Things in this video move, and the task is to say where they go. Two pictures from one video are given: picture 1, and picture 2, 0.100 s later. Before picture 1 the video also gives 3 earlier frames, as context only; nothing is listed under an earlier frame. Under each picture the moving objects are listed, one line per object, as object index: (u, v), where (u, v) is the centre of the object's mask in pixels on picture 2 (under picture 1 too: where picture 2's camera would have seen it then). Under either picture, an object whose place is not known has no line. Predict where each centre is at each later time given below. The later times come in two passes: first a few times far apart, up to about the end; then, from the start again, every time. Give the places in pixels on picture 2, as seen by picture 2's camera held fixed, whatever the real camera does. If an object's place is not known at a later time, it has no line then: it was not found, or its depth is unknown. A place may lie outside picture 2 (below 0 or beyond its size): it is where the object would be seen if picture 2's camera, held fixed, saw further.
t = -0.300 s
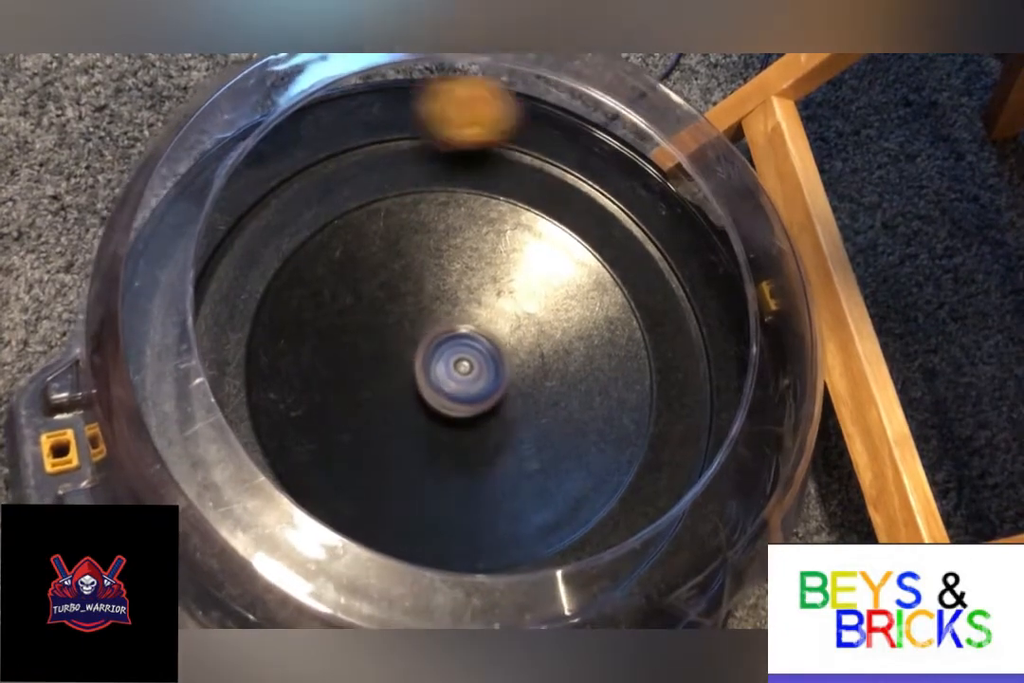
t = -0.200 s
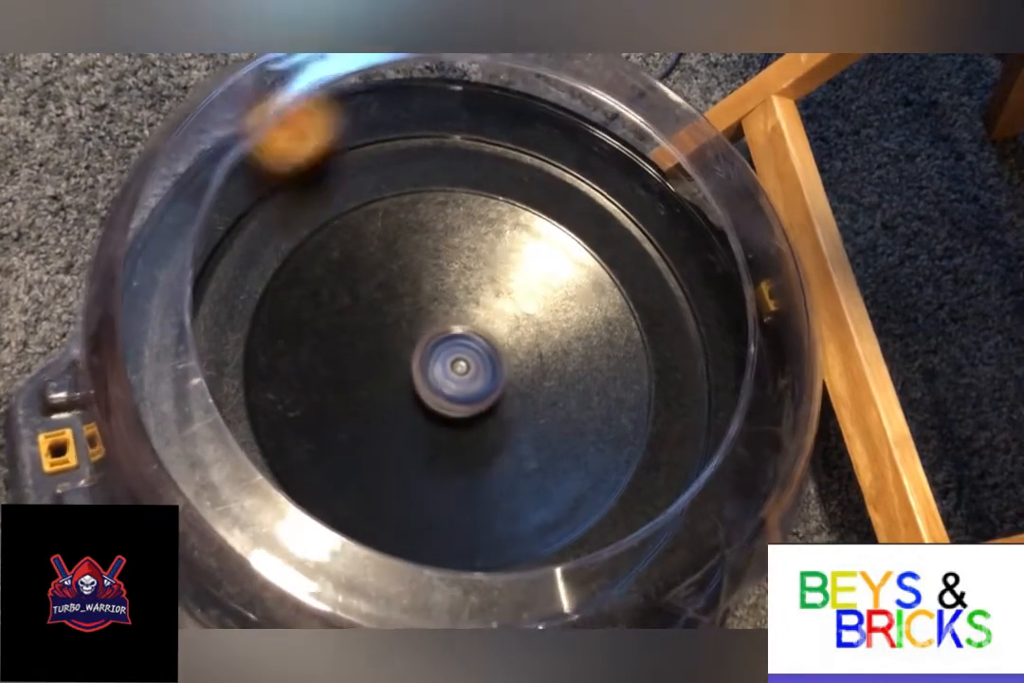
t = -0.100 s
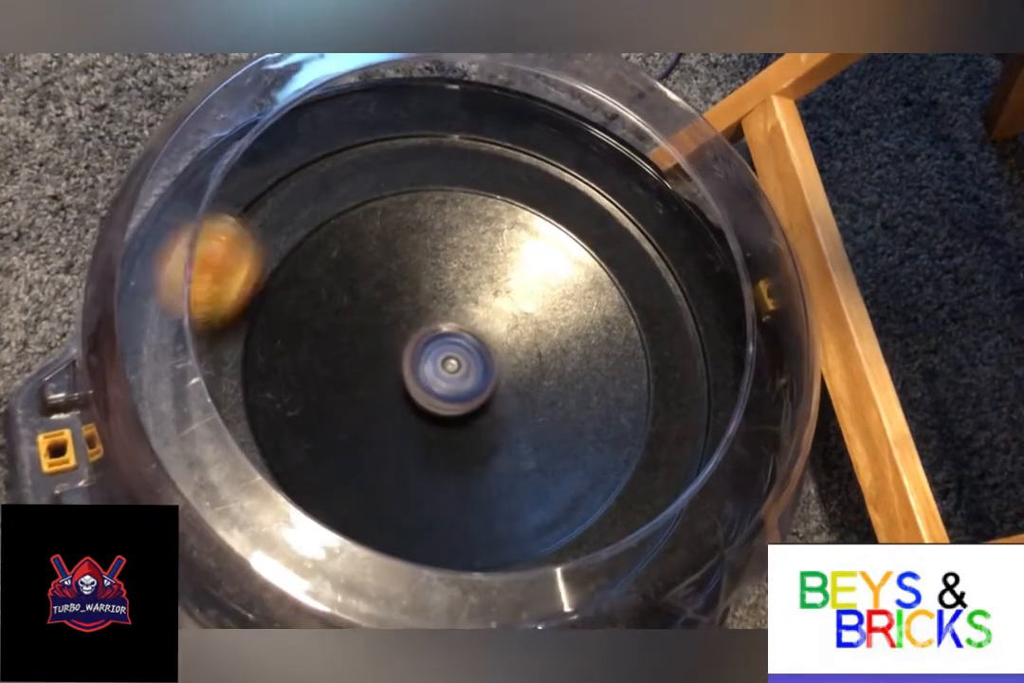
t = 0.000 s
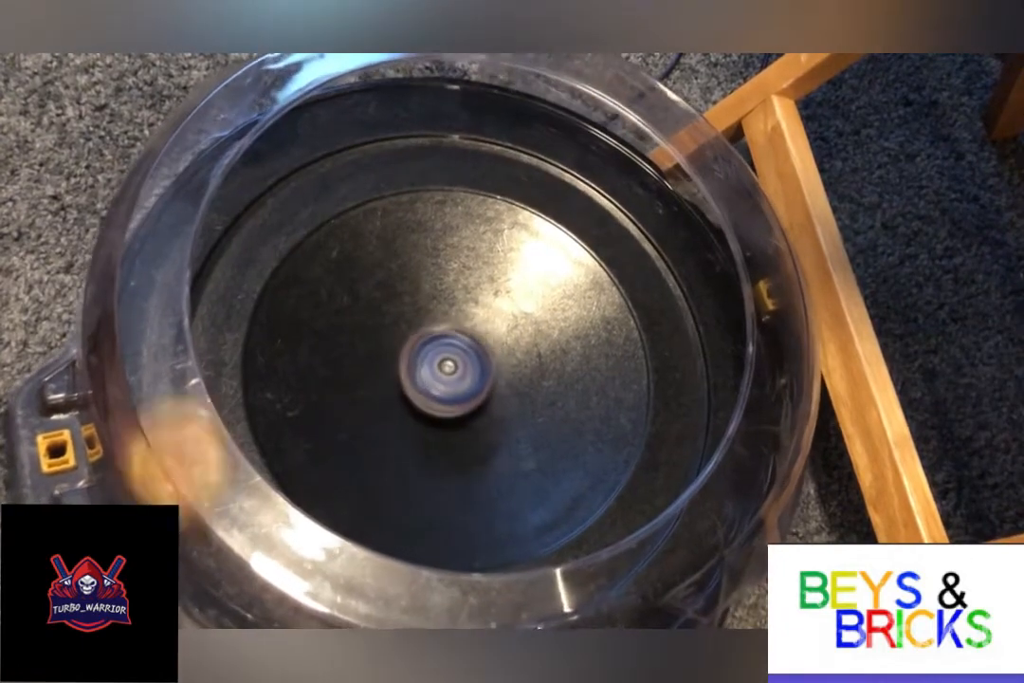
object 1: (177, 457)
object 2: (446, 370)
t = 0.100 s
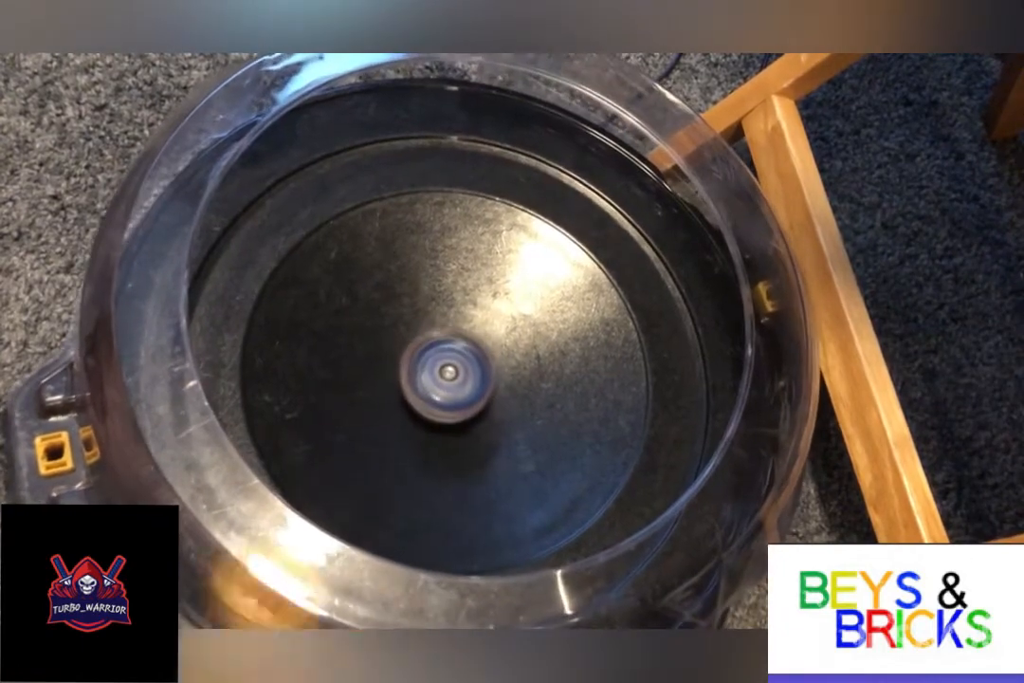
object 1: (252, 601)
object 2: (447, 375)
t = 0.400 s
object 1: (544, 592)
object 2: (456, 370)
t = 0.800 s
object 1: (570, 239)
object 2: (465, 363)
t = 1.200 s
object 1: (287, 312)
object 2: (455, 360)
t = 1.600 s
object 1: (546, 454)
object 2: (457, 359)
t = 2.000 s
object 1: (423, 241)
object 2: (448, 358)
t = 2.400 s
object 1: (404, 495)
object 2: (478, 374)
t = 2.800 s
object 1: (558, 309)
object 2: (446, 379)
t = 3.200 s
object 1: (310, 340)
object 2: (457, 362)
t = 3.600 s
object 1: (543, 475)
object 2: (459, 364)
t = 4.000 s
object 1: (470, 221)
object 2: (458, 361)
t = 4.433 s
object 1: (340, 469)
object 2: (453, 365)
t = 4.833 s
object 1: (604, 358)
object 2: (450, 361)
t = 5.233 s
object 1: (367, 240)
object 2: (447, 363)
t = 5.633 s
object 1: (439, 515)
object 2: (452, 374)
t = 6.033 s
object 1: (580, 284)
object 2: (459, 370)
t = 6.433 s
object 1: (308, 329)
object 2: (461, 362)
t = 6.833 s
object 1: (538, 490)
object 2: (456, 359)
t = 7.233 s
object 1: (486, 232)
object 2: (447, 359)
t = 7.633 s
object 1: (323, 443)
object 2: (447, 364)
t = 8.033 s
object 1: (588, 385)
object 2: (449, 368)
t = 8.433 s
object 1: (363, 259)
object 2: (456, 369)
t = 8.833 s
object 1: (470, 496)
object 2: (459, 365)
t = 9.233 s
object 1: (509, 258)
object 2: (460, 360)
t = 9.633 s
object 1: (367, 432)
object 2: (458, 360)
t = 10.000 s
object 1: (547, 346)
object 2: (446, 358)
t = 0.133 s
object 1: (308, 610)
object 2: (448, 375)
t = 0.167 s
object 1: (347, 611)
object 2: (449, 375)
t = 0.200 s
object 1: (380, 615)
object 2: (450, 375)
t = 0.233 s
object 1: (412, 617)
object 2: (451, 375)
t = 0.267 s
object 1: (444, 617)
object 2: (452, 374)
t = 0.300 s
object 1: (471, 614)
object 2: (454, 373)
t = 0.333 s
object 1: (497, 610)
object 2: (455, 372)
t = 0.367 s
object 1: (520, 603)
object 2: (455, 371)
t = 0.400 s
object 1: (544, 592)
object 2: (456, 370)
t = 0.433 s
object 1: (564, 577)
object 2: (459, 369)
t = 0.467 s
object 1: (585, 554)
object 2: (461, 366)
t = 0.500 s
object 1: (602, 529)
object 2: (463, 366)
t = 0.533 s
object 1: (615, 499)
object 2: (464, 365)
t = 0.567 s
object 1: (629, 476)
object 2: (464, 364)
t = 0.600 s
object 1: (636, 444)
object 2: (464, 363)
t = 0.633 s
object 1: (639, 405)
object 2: (464, 363)
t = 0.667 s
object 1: (635, 368)
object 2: (464, 363)
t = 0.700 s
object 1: (624, 332)
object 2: (464, 363)
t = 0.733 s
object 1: (611, 298)
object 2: (464, 363)
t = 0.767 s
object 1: (593, 265)
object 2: (464, 363)
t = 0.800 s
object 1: (570, 239)
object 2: (465, 363)
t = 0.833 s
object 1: (543, 216)
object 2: (465, 363)
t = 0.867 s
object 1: (515, 199)
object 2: (465, 363)
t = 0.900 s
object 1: (487, 189)
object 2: (464, 362)
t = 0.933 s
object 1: (459, 183)
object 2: (462, 362)
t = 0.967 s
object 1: (430, 182)
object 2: (460, 362)
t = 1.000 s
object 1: (402, 185)
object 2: (459, 361)
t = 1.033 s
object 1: (374, 195)
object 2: (459, 361)
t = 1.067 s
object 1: (349, 209)
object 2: (458, 361)
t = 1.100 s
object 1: (327, 229)
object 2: (457, 360)
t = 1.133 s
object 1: (309, 254)
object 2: (457, 360)
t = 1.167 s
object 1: (295, 281)
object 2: (456, 360)
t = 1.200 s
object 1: (287, 312)
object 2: (455, 360)
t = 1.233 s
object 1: (285, 344)
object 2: (455, 360)
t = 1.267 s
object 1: (290, 378)
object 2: (455, 360)
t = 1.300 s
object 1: (301, 410)
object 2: (455, 360)
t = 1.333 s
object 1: (320, 441)
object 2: (455, 360)
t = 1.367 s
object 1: (345, 466)
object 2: (455, 360)
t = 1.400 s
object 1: (375, 485)
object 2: (456, 360)
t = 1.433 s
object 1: (407, 498)
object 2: (457, 359)
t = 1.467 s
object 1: (438, 502)
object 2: (458, 359)
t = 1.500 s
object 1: (470, 499)
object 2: (458, 359)
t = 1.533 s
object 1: (499, 490)
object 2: (457, 359)
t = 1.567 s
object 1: (525, 474)
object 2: (458, 359)
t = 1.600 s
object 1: (546, 454)
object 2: (457, 359)
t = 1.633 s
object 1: (561, 430)
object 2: (457, 359)
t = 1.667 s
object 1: (569, 404)
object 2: (457, 359)
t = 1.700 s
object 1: (571, 375)
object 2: (456, 359)
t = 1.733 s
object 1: (567, 348)
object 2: (455, 360)
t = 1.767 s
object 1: (558, 320)
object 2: (453, 360)
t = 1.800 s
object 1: (547, 295)
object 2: (451, 360)
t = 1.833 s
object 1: (529, 270)
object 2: (451, 360)
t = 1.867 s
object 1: (509, 254)
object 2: (450, 359)
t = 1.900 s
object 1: (488, 242)
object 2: (449, 358)
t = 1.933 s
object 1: (468, 237)
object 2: (449, 358)
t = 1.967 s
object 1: (445, 238)
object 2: (448, 358)
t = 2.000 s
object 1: (423, 241)
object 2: (448, 358)
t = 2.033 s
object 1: (400, 252)
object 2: (448, 359)
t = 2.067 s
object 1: (379, 267)
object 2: (449, 359)
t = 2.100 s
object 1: (363, 288)
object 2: (449, 360)
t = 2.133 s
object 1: (350, 312)
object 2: (449, 360)
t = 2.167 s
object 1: (345, 339)
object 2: (449, 361)
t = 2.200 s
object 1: (345, 368)
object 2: (450, 361)
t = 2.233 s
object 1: (340, 395)
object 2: (459, 362)
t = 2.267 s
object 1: (341, 422)
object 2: (469, 363)
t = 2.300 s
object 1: (349, 446)
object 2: (479, 368)
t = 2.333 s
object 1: (363, 467)
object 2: (482, 371)
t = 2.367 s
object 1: (381, 483)
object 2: (482, 372)
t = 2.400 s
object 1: (404, 495)
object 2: (478, 374)
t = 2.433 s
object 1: (428, 501)
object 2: (472, 376)
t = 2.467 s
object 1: (453, 501)
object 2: (465, 377)
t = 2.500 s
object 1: (478, 497)
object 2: (459, 377)
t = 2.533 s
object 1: (502, 488)
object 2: (454, 378)
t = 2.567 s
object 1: (525, 472)
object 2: (450, 379)
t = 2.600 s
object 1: (545, 454)
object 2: (447, 379)
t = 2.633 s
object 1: (559, 432)
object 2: (445, 379)
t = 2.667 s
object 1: (569, 407)
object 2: (443, 380)
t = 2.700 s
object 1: (575, 383)
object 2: (442, 381)
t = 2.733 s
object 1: (574, 358)
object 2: (443, 380)
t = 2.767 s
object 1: (567, 333)
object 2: (444, 380)
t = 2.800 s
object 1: (558, 309)
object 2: (446, 379)
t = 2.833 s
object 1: (540, 284)
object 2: (448, 378)
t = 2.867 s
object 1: (521, 266)
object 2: (450, 377)
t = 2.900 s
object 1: (499, 252)
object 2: (451, 375)
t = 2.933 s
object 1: (478, 243)
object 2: (454, 372)
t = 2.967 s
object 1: (450, 237)
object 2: (454, 370)
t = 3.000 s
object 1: (426, 237)
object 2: (455, 368)
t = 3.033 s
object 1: (400, 243)
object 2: (456, 367)
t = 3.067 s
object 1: (375, 254)
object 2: (457, 365)
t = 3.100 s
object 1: (353, 270)
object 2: (457, 364)
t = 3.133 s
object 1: (335, 291)
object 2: (457, 363)
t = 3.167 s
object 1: (320, 314)
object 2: (457, 362)
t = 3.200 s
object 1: (310, 340)
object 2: (457, 362)
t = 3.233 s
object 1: (305, 368)
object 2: (457, 362)
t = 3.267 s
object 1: (307, 395)
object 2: (457, 362)
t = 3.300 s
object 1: (315, 423)
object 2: (457, 362)
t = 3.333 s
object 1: (330, 450)
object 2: (456, 362)
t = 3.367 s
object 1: (351, 472)
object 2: (456, 363)
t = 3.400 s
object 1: (375, 490)
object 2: (456, 363)
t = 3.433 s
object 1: (403, 502)
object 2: (457, 364)
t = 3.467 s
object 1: (432, 509)
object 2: (457, 364)
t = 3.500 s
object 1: (462, 509)
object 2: (457, 364)
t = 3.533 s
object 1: (491, 503)
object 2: (458, 365)
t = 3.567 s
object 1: (518, 492)
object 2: (458, 365)
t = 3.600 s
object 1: (543, 475)
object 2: (459, 364)
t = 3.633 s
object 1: (563, 455)
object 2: (459, 364)
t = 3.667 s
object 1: (579, 431)
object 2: (459, 363)
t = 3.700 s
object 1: (590, 405)
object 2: (459, 362)
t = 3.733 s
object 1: (594, 379)
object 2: (459, 362)
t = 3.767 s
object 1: (594, 351)
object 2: (459, 361)
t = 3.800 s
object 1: (588, 324)
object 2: (459, 360)
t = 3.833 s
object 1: (578, 300)
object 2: (459, 360)
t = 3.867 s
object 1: (562, 277)
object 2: (459, 360)
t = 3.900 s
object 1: (543, 256)
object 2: (459, 360)
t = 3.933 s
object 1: (518, 240)
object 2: (458, 361)
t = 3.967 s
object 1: (495, 227)
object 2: (458, 361)
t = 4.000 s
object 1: (470, 221)
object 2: (458, 361)
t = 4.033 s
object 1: (443, 219)
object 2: (458, 362)
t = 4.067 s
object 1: (417, 221)
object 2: (458, 362)
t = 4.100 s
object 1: (391, 228)
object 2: (458, 362)
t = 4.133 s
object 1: (367, 241)
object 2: (458, 362)
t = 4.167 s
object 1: (344, 258)
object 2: (458, 362)
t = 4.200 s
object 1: (325, 278)
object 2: (457, 362)
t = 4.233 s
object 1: (310, 303)
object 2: (456, 362)
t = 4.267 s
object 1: (299, 330)
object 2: (455, 362)
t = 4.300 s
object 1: (294, 359)
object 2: (455, 363)
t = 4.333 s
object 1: (296, 388)
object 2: (454, 363)
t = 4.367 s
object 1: (304, 417)
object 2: (454, 364)
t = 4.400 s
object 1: (319, 445)
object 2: (453, 364)
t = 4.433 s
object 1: (340, 469)
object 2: (453, 365)
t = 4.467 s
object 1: (365, 488)
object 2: (453, 365)
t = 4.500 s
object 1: (394, 502)
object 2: (453, 366)
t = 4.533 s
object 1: (425, 510)
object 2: (453, 366)
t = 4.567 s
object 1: (456, 512)
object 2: (452, 366)
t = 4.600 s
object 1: (487, 508)
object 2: (452, 365)
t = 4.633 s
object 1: (516, 498)
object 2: (451, 365)
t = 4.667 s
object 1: (542, 482)
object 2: (451, 364)
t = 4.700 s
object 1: (564, 461)
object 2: (451, 364)
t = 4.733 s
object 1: (581, 438)
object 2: (450, 363)
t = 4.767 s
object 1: (594, 414)
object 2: (450, 363)
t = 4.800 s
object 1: (602, 386)
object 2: (450, 362)
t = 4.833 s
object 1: (604, 358)
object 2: (450, 361)
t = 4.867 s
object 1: (601, 332)
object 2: (450, 361)
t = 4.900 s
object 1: (593, 307)
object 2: (450, 360)
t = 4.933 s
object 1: (582, 283)
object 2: (450, 360)
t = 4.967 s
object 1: (566, 261)
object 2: (450, 360)
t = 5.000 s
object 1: (543, 243)
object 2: (449, 360)
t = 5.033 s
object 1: (520, 229)
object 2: (449, 360)
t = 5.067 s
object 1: (495, 220)
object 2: (448, 361)
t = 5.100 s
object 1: (470, 215)
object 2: (448, 361)
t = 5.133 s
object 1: (444, 213)
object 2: (447, 362)
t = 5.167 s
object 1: (417, 218)
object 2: (447, 362)
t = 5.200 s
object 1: (391, 227)
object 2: (447, 363)
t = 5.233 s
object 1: (367, 240)
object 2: (447, 363)
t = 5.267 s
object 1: (345, 259)
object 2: (447, 364)
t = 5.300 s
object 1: (325, 282)
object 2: (447, 364)
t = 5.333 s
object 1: (311, 307)
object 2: (447, 365)
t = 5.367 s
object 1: (301, 335)
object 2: (447, 365)
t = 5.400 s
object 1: (297, 365)
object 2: (447, 367)
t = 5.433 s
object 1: (301, 397)
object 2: (447, 368)
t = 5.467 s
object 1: (311, 427)
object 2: (448, 368)
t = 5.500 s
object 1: (328, 455)
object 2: (448, 369)
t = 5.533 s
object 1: (351, 478)
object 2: (449, 370)
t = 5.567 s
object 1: (379, 496)
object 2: (450, 374)
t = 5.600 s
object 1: (408, 509)
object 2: (451, 374)
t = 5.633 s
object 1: (439, 515)
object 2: (452, 374)
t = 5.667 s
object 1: (469, 517)
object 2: (452, 374)
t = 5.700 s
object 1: (499, 510)
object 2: (453, 374)
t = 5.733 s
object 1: (527, 498)
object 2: (454, 374)
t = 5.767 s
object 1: (553, 481)
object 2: (454, 374)
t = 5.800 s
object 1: (573, 461)
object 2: (454, 373)
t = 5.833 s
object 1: (589, 437)
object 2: (455, 373)
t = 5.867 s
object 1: (600, 411)
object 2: (456, 373)
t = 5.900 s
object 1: (606, 384)
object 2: (456, 373)
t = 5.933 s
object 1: (606, 357)
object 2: (458, 372)
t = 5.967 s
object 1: (602, 331)
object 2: (458, 371)
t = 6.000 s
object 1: (593, 306)
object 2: (459, 371)
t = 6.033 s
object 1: (580, 284)
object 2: (459, 370)
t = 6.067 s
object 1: (562, 265)
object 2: (460, 370)
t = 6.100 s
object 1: (538, 245)
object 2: (460, 369)
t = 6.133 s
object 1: (513, 232)
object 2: (461, 369)
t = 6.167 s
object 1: (489, 225)
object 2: (461, 368)
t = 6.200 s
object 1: (461, 221)
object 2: (461, 367)
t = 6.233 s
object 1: (435, 222)
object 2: (462, 367)
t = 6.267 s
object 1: (408, 228)
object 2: (462, 366)
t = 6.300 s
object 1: (381, 239)
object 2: (462, 365)
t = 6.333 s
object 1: (357, 257)
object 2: (462, 365)
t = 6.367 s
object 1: (337, 277)
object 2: (462, 364)
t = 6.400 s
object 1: (320, 302)
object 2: (462, 363)
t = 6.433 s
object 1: (308, 329)
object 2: (461, 362)
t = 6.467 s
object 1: (301, 359)
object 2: (461, 361)
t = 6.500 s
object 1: (301, 390)
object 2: (460, 360)
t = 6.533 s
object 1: (308, 421)
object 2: (460, 359)
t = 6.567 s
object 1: (323, 449)
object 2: (459, 358)
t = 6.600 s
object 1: (344, 474)
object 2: (459, 358)
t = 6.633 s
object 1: (368, 492)
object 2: (459, 358)
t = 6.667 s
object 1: (395, 507)
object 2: (458, 358)
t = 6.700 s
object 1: (424, 516)
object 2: (458, 358)
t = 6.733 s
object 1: (455, 519)
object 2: (458, 358)
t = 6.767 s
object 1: (485, 515)
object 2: (458, 358)
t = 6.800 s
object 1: (512, 505)
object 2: (457, 358)
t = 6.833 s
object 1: (538, 490)
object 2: (456, 359)
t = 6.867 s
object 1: (559, 473)
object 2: (455, 359)
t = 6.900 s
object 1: (576, 450)
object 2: (455, 359)
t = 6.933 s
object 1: (589, 425)
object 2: (454, 359)
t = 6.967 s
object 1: (597, 399)
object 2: (454, 360)
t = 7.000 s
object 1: (599, 373)
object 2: (453, 359)
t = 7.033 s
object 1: (597, 347)
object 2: (452, 359)
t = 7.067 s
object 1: (590, 321)
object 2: (451, 359)
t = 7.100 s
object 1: (576, 298)
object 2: (450, 359)
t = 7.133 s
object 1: (559, 275)
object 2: (449, 359)
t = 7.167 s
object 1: (534, 255)
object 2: (448, 359)
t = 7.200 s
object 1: (511, 241)
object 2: (447, 358)
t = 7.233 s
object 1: (486, 232)
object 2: (447, 359)
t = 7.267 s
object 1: (459, 227)
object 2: (446, 359)
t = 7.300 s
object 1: (432, 227)
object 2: (446, 360)
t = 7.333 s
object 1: (406, 232)
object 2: (446, 360)
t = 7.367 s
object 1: (379, 243)
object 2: (446, 360)
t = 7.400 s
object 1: (357, 259)
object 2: (446, 359)
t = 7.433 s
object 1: (337, 277)
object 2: (446, 360)
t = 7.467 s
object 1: (320, 302)
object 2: (446, 361)
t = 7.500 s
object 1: (308, 328)
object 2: (447, 361)
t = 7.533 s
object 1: (302, 357)
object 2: (447, 362)
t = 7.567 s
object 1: (301, 385)
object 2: (447, 362)
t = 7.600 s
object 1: (308, 415)
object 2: (447, 363)
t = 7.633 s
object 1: (323, 443)
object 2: (447, 364)
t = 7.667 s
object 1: (343, 467)
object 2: (446, 365)
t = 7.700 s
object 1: (366, 486)
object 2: (446, 366)
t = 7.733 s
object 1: (394, 500)
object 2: (446, 366)
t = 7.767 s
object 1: (424, 509)
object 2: (446, 367)
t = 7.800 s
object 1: (455, 510)
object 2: (446, 367)
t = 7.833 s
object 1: (484, 505)
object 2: (446, 367)
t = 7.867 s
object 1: (511, 495)
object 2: (446, 368)
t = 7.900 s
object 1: (537, 479)
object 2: (446, 368)
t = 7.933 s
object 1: (556, 460)
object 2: (447, 368)
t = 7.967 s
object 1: (572, 438)
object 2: (447, 368)
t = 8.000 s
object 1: (583, 412)
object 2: (448, 368)
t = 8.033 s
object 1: (588, 385)
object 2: (449, 368)
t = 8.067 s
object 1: (588, 359)
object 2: (449, 368)
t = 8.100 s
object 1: (583, 332)
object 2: (450, 368)
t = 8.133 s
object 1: (570, 307)
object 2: (450, 368)
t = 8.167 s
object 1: (558, 286)
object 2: (451, 368)
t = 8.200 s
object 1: (537, 263)
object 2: (452, 368)
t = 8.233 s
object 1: (513, 249)
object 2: (452, 368)
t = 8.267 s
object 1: (490, 239)
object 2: (453, 369)
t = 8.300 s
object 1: (464, 231)
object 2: (454, 369)
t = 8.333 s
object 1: (436, 231)
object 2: (454, 369)
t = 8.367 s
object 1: (411, 234)
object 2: (455, 369)
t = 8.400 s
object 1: (387, 243)
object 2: (455, 369)
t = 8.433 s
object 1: (363, 259)
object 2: (456, 369)
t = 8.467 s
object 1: (345, 276)
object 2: (456, 369)
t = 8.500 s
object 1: (328, 299)
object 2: (457, 368)
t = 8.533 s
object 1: (317, 325)
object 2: (456, 368)
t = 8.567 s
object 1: (312, 354)
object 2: (457, 368)
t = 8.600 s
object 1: (312, 382)
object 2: (457, 368)
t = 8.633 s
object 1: (320, 411)
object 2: (457, 368)
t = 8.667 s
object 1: (334, 438)
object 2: (458, 368)
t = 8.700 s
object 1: (355, 460)
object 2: (458, 367)
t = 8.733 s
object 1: (380, 479)
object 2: (458, 367)
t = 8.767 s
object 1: (410, 490)
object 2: (459, 366)
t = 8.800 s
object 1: (439, 496)
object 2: (459, 366)
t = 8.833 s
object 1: (470, 496)
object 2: (459, 365)
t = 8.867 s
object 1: (497, 489)
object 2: (460, 365)
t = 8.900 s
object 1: (522, 476)
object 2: (460, 365)
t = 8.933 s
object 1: (545, 458)
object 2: (460, 364)
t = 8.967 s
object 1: (560, 436)
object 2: (460, 364)
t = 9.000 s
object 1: (572, 413)
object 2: (460, 363)
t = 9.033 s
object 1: (578, 388)
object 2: (460, 363)
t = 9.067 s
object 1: (578, 362)
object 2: (460, 362)
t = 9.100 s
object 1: (576, 337)
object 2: (460, 362)
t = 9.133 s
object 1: (565, 314)
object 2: (460, 361)
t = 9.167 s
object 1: (552, 292)
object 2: (460, 361)
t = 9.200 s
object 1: (532, 273)
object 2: (460, 360)
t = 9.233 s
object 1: (509, 258)
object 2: (460, 360)
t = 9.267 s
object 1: (485, 249)
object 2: (460, 360)
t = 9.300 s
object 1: (461, 245)
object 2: (461, 359)
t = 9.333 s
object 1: (436, 246)
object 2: (461, 359)
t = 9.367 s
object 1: (410, 252)
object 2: (461, 359)
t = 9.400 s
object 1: (388, 264)
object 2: (461, 359)
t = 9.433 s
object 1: (368, 281)
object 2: (461, 359)
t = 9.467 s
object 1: (354, 303)
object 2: (461, 359)
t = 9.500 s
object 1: (344, 327)
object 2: (460, 359)
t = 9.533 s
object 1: (339, 354)
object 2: (460, 360)
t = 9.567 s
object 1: (341, 382)
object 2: (460, 360)
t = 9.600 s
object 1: (351, 408)
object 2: (459, 360)
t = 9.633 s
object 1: (367, 432)
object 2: (458, 360)
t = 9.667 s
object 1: (388, 450)
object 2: (457, 360)
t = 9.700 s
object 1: (413, 463)
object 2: (455, 360)
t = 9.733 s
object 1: (440, 469)
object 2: (453, 361)
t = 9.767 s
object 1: (466, 471)
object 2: (452, 361)
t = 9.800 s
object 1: (493, 464)
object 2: (450, 362)
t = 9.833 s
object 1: (513, 452)
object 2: (449, 361)
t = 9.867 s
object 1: (531, 435)
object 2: (448, 361)
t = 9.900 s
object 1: (544, 415)
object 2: (447, 361)
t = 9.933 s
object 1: (550, 393)
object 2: (447, 360)
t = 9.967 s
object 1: (551, 369)
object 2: (446, 359)
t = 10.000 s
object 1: (547, 346)
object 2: (446, 358)
